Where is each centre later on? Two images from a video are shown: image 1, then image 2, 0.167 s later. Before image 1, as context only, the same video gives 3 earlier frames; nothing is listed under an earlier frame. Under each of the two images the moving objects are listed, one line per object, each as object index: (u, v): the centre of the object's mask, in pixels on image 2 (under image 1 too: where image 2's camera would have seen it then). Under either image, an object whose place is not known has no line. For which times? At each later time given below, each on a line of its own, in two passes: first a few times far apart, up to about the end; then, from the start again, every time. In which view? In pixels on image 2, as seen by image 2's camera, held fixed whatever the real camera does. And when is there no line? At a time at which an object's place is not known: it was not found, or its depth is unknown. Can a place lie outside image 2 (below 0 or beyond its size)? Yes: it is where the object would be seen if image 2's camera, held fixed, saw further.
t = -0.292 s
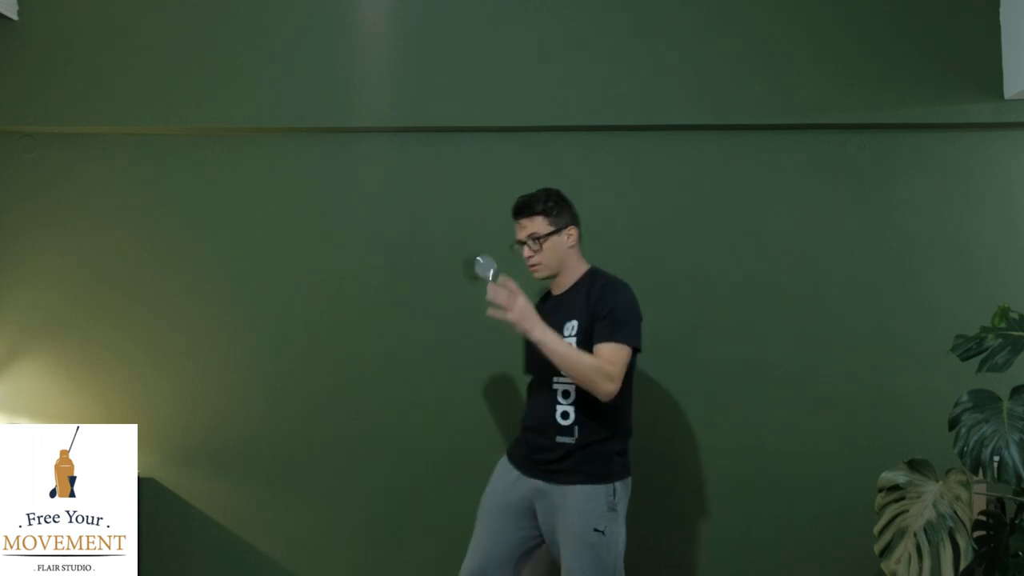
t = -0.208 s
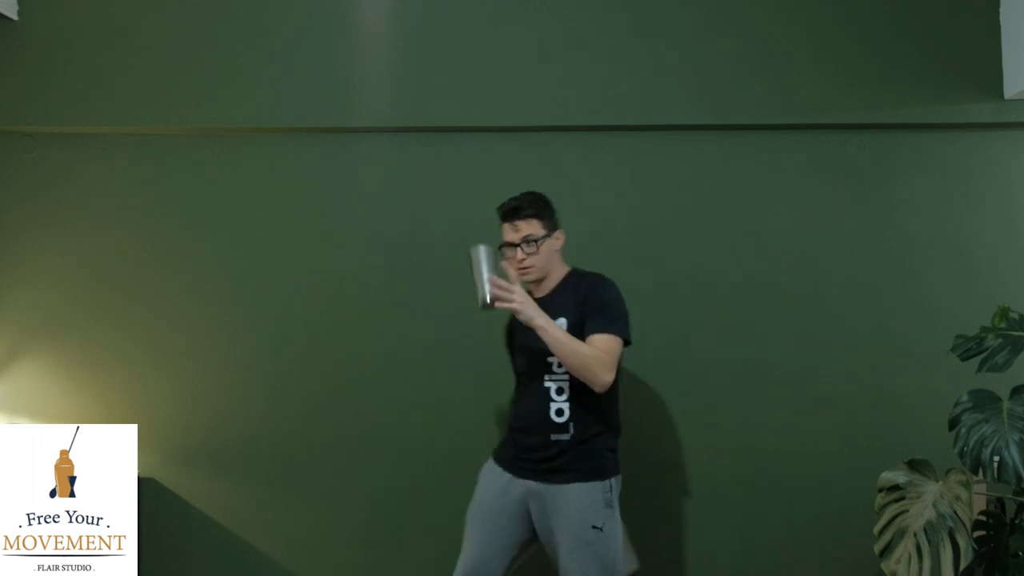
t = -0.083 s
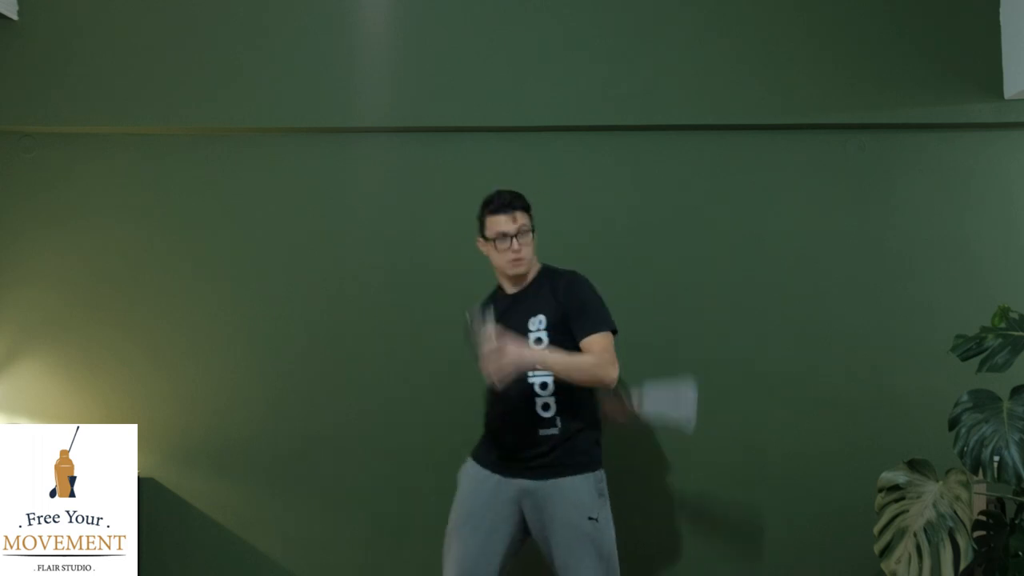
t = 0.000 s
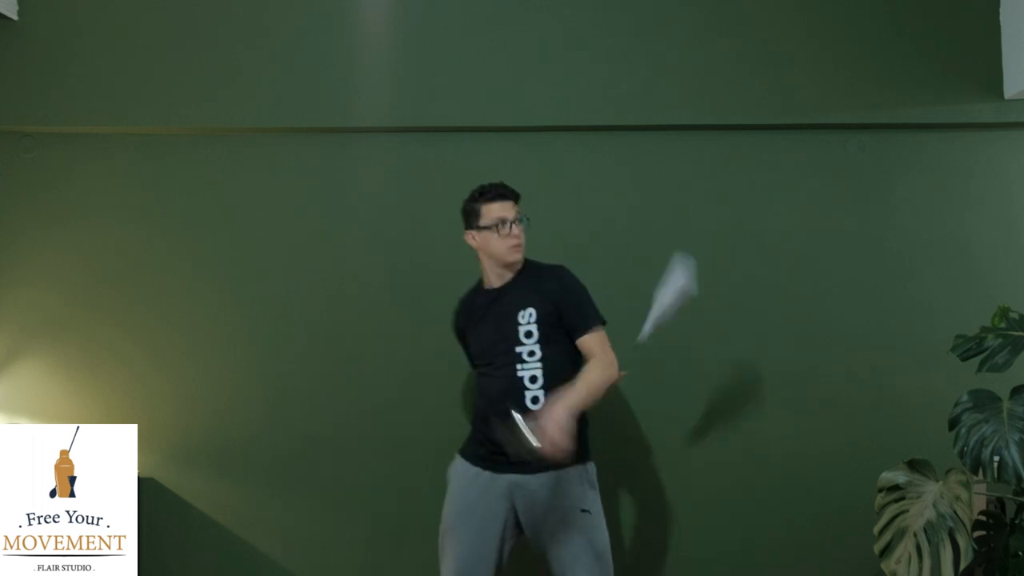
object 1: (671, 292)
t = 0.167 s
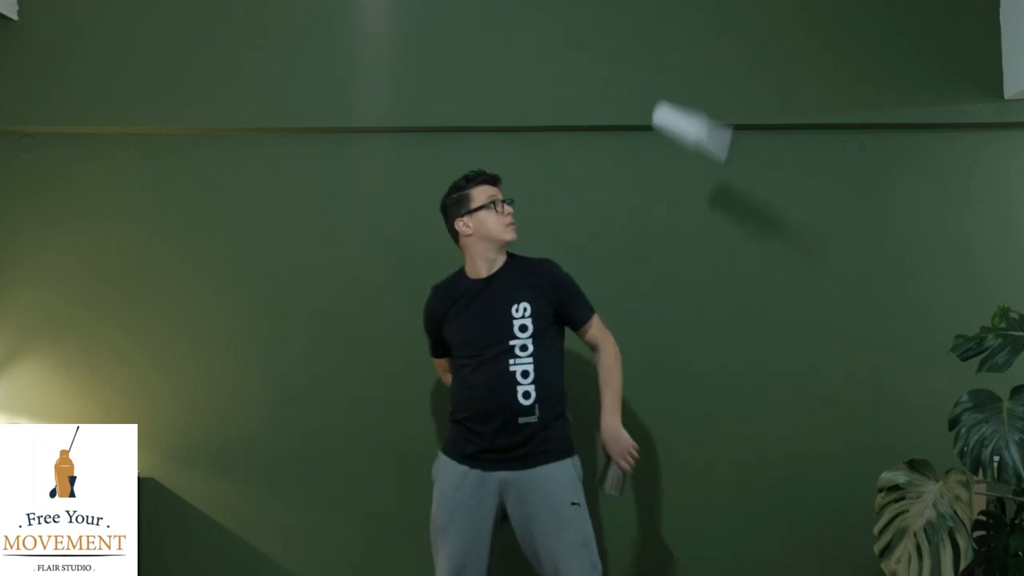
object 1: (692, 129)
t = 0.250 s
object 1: (700, 64)
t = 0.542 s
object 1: (712, 37)
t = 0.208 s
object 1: (697, 94)
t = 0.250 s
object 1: (700, 64)
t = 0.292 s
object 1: (700, 42)
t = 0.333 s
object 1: (698, 35)
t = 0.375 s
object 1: (704, 28)
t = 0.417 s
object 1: (712, 24)
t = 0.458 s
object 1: (711, 16)
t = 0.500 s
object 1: (709, 22)
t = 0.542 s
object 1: (712, 37)
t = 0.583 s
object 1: (719, 58)
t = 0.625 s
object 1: (728, 81)
